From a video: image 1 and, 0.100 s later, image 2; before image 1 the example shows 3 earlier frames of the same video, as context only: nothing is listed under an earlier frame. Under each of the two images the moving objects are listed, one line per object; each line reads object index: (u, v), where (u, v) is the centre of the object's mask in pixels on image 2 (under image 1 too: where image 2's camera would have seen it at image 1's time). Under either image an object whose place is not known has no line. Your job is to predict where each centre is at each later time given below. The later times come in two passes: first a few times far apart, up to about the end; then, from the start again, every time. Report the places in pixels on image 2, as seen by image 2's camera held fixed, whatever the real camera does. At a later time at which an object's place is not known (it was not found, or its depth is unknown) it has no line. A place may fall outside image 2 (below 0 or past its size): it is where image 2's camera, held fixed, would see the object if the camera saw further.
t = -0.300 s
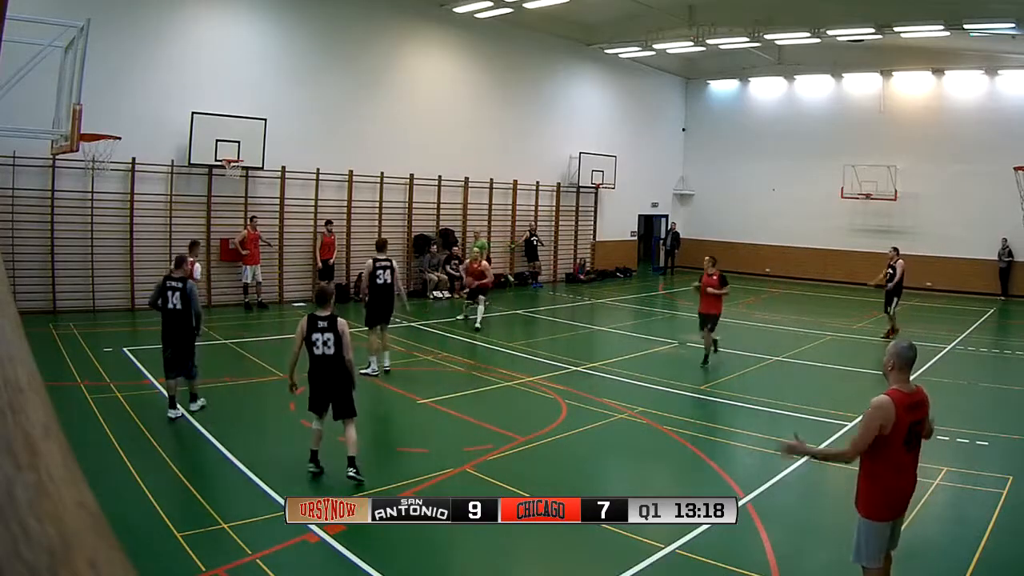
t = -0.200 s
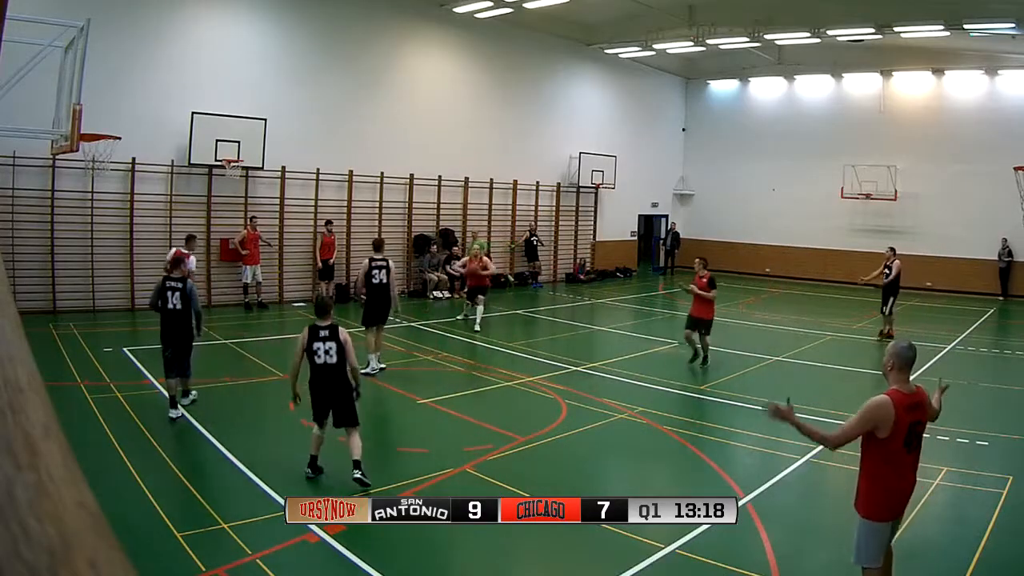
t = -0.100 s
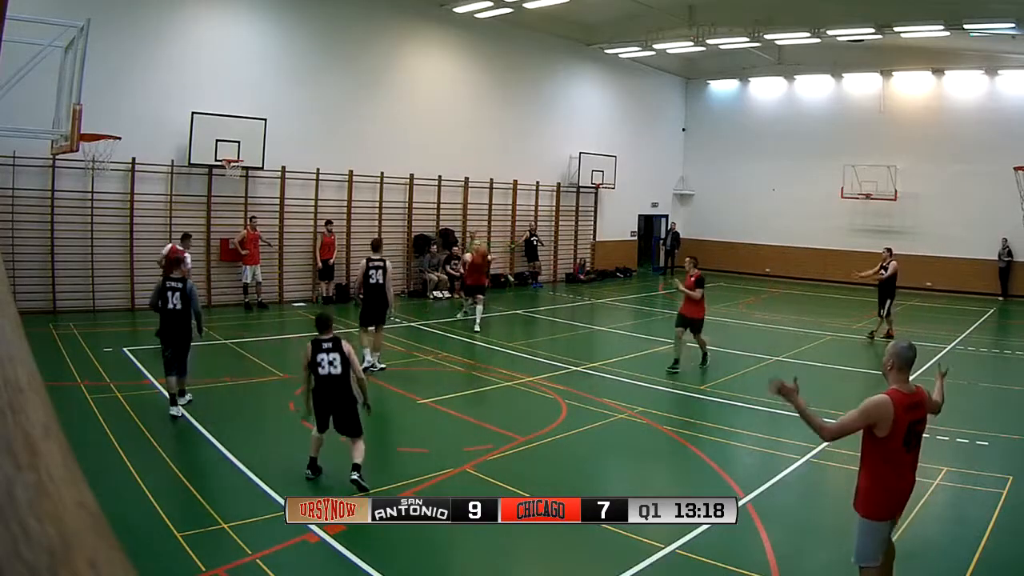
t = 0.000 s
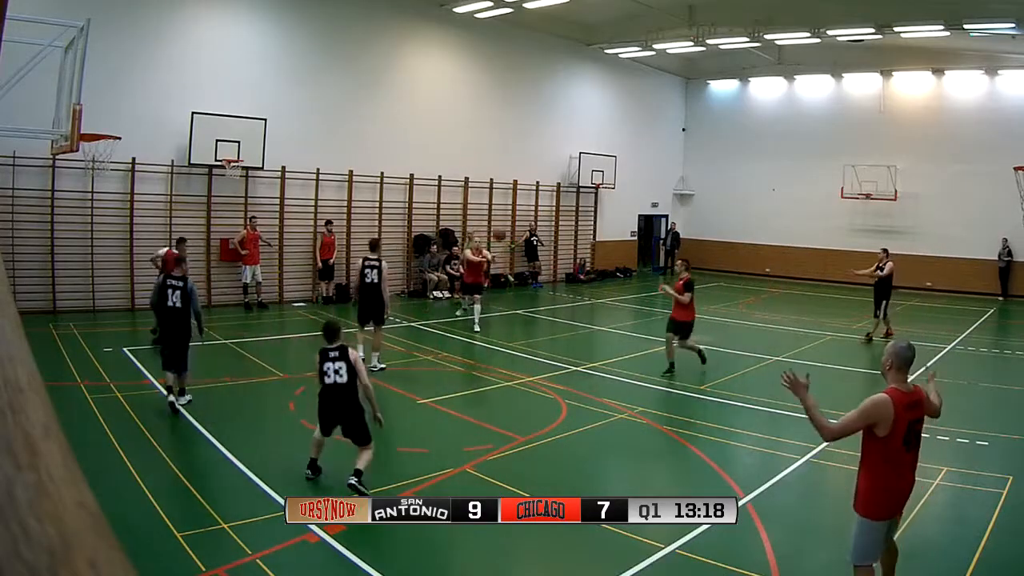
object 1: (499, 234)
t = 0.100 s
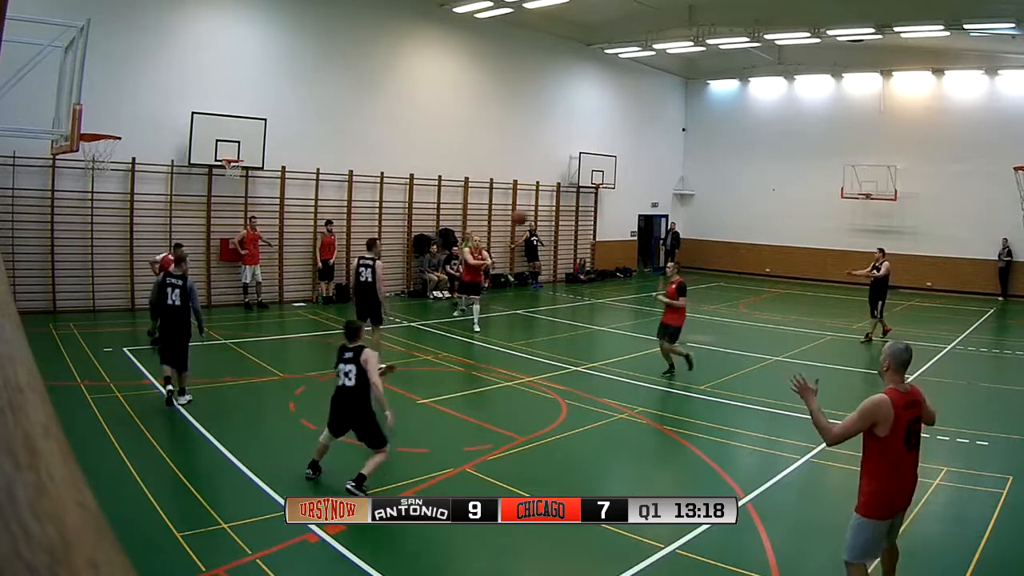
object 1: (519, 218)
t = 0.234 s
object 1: (554, 199)
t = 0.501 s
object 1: (666, 194)
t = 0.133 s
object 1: (528, 212)
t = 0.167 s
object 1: (535, 208)
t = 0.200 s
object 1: (544, 204)
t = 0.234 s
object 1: (554, 199)
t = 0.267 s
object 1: (564, 198)
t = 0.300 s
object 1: (575, 194)
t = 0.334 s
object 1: (587, 191)
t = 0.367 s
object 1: (600, 190)
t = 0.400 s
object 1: (615, 189)
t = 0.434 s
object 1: (630, 190)
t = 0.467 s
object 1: (647, 191)
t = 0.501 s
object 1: (666, 194)
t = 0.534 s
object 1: (686, 198)
